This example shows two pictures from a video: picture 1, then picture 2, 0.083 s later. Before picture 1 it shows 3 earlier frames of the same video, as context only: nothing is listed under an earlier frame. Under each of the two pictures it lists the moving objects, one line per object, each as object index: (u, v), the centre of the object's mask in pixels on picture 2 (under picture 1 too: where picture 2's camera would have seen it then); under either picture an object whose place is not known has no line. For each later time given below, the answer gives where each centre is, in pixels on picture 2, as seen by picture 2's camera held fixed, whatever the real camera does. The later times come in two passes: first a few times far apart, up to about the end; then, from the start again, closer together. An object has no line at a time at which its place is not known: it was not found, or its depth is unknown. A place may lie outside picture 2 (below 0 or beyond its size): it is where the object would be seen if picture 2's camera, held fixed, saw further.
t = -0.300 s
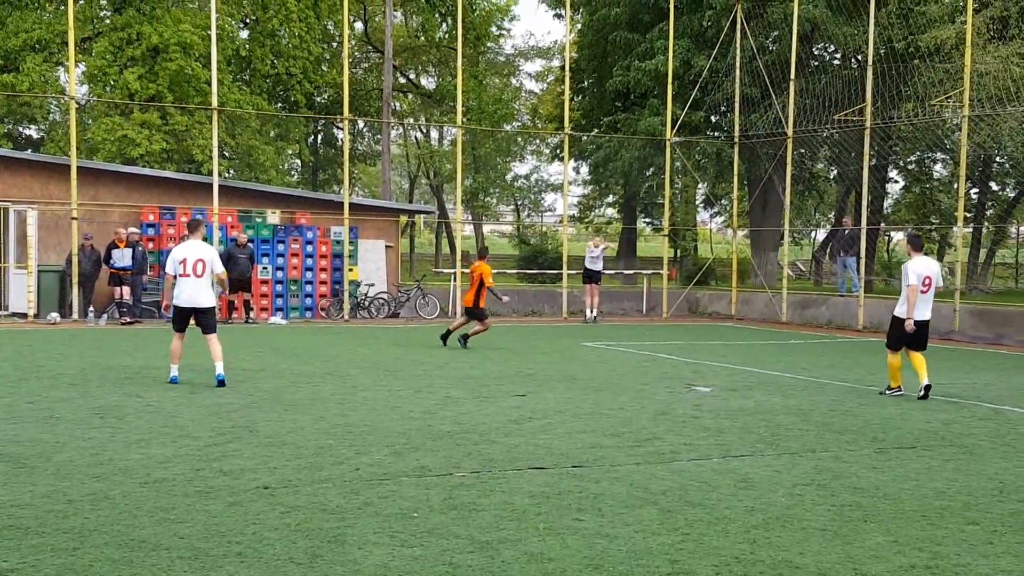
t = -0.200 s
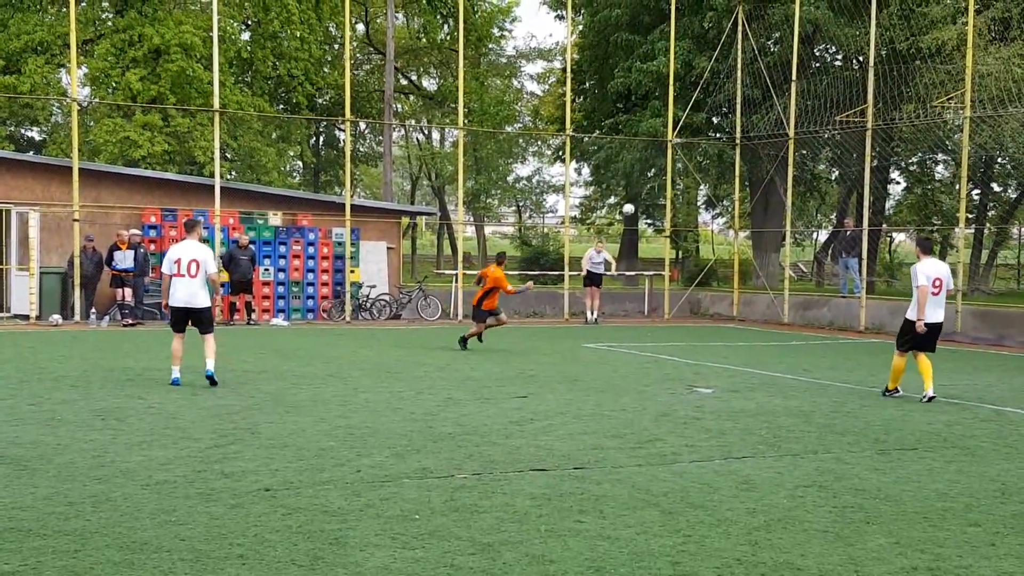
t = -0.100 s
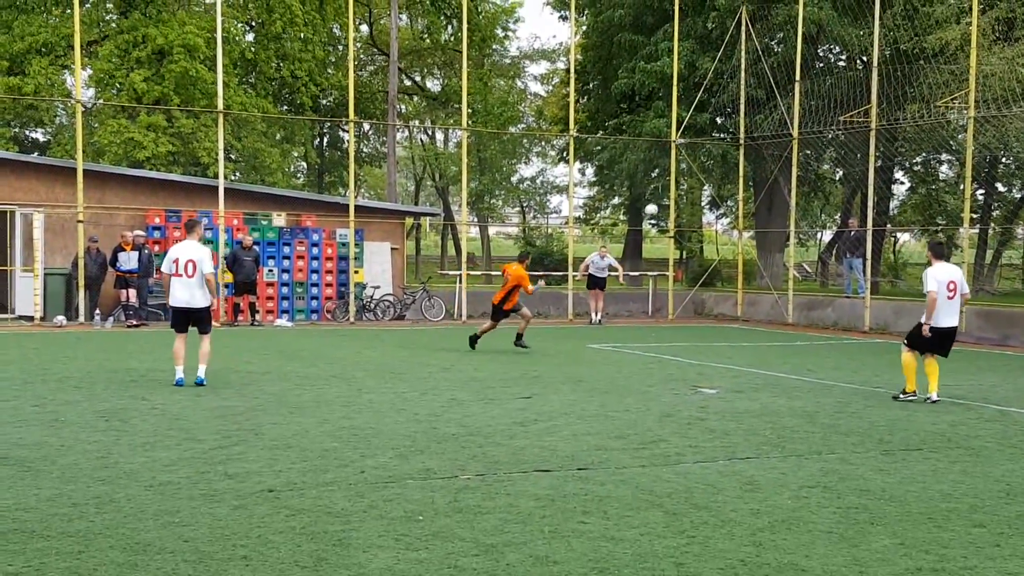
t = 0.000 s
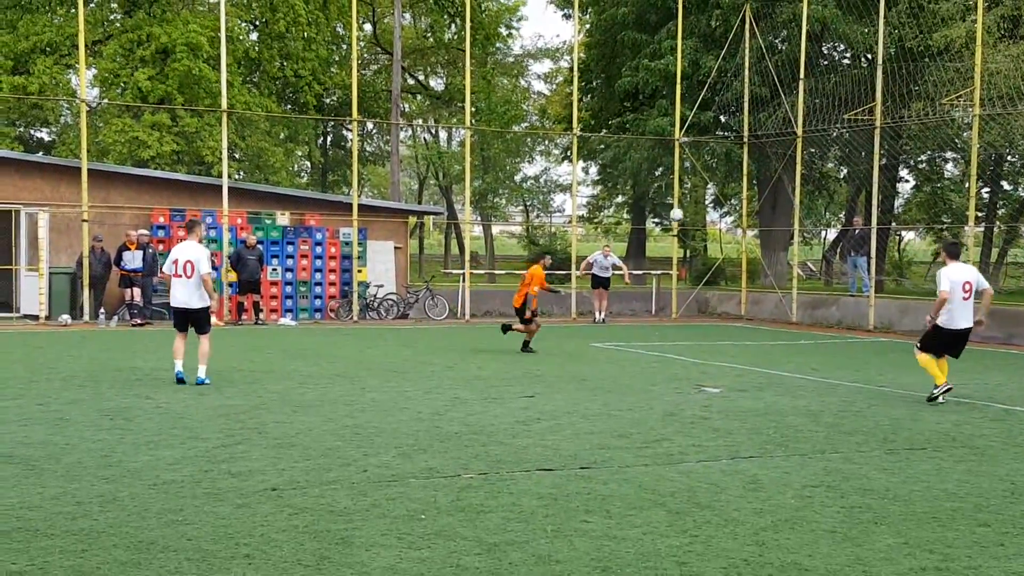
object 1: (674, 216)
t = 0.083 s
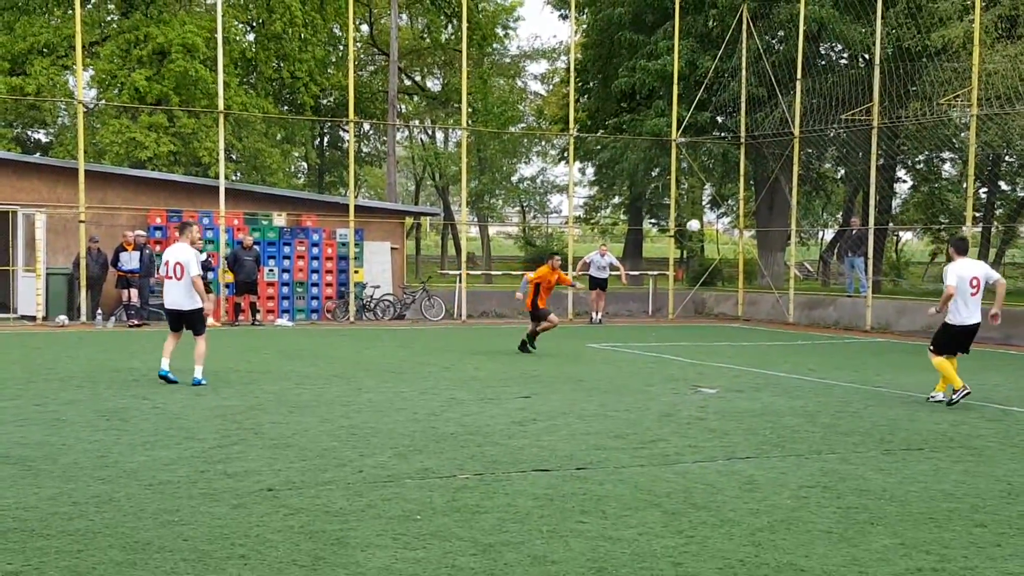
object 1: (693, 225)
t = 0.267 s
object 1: (745, 270)
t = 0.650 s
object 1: (868, 314)
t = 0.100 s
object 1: (698, 228)
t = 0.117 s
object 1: (701, 232)
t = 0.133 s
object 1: (705, 235)
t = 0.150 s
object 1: (710, 239)
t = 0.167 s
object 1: (715, 242)
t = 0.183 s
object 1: (719, 246)
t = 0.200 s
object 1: (724, 250)
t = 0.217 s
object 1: (729, 255)
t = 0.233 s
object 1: (734, 260)
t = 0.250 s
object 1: (739, 265)
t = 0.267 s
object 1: (745, 270)
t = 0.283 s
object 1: (749, 276)
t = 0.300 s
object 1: (754, 282)
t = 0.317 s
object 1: (760, 288)
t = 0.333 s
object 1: (765, 295)
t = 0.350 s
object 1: (771, 302)
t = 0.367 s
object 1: (777, 309)
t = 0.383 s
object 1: (783, 316)
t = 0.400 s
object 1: (791, 324)
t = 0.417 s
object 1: (797, 333)
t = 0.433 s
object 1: (805, 341)
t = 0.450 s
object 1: (813, 350)
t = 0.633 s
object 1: (863, 320)
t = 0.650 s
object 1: (868, 314)
